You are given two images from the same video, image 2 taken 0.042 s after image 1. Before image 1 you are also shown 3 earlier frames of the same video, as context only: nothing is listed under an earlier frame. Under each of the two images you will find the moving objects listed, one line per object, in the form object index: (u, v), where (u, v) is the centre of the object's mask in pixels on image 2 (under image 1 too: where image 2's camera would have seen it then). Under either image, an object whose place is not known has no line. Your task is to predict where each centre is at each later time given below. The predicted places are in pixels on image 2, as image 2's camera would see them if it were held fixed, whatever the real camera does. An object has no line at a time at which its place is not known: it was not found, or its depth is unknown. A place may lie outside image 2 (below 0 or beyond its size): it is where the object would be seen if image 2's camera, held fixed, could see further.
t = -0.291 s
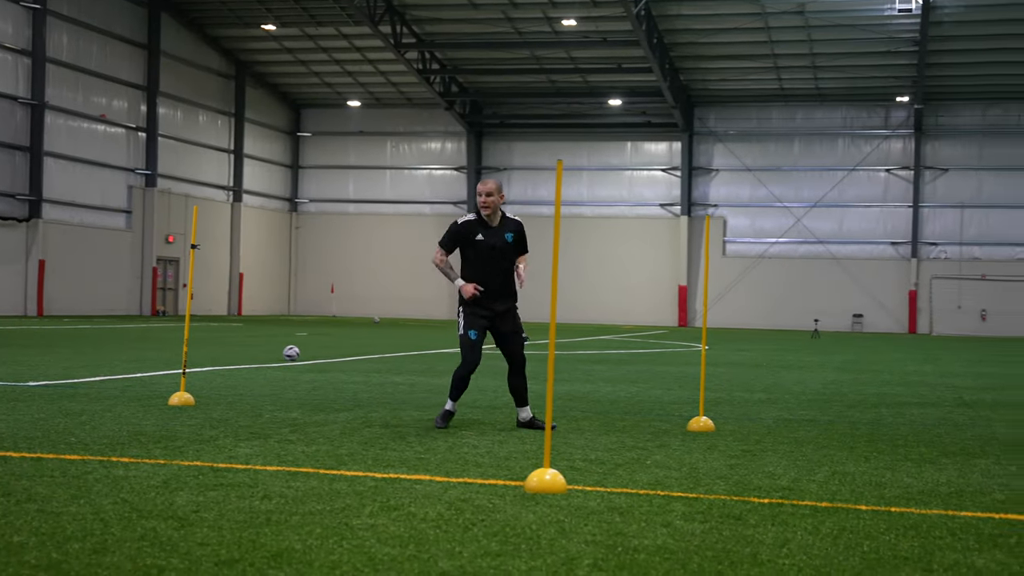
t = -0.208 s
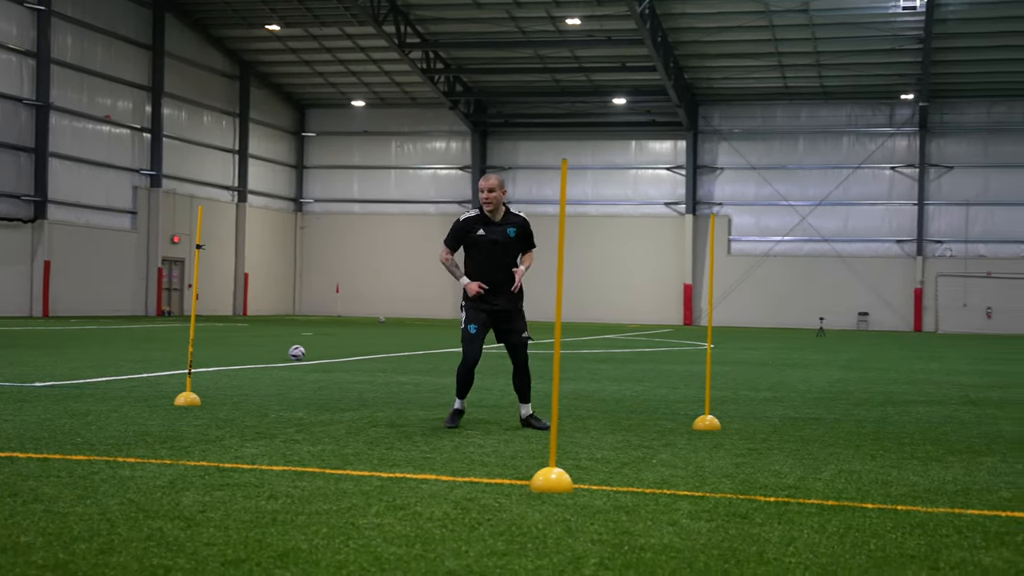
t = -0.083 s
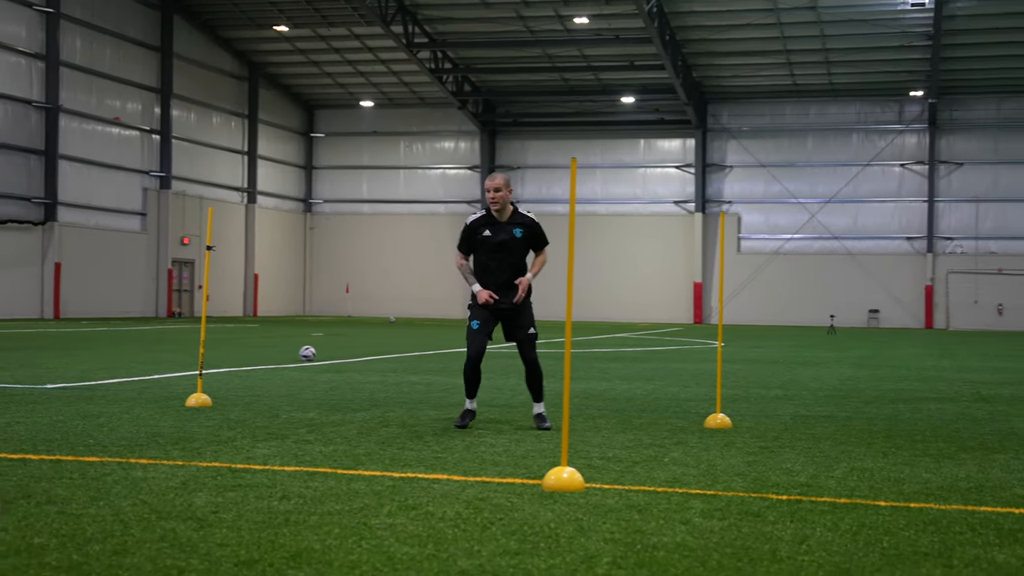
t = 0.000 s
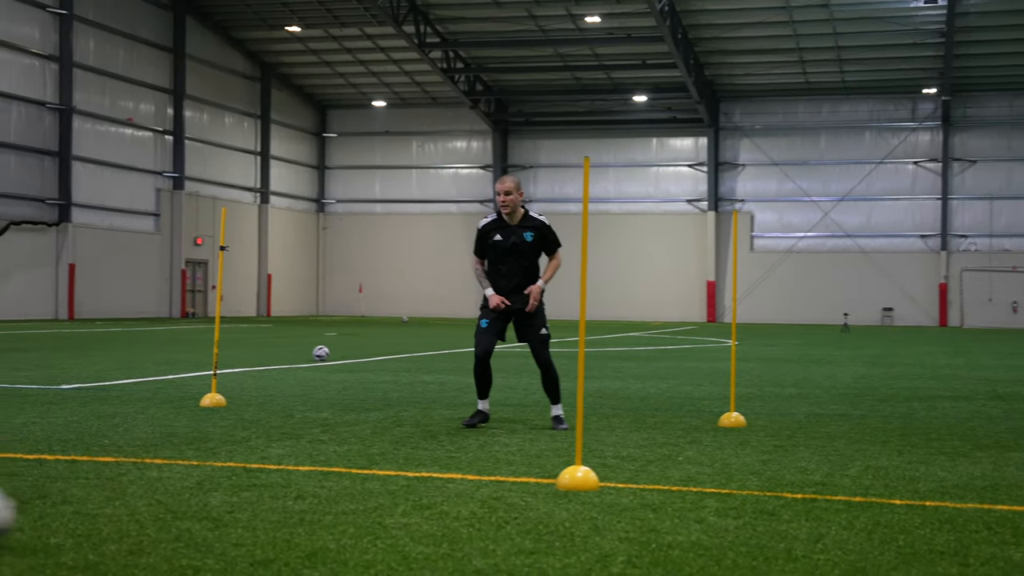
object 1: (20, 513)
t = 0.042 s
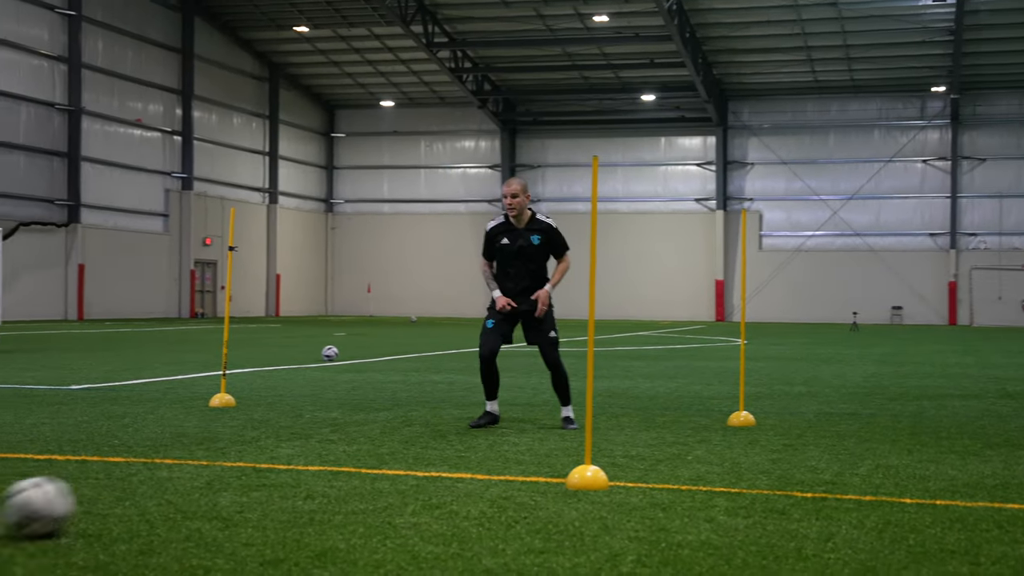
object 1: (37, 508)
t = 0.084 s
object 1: (66, 499)
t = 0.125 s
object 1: (106, 489)
